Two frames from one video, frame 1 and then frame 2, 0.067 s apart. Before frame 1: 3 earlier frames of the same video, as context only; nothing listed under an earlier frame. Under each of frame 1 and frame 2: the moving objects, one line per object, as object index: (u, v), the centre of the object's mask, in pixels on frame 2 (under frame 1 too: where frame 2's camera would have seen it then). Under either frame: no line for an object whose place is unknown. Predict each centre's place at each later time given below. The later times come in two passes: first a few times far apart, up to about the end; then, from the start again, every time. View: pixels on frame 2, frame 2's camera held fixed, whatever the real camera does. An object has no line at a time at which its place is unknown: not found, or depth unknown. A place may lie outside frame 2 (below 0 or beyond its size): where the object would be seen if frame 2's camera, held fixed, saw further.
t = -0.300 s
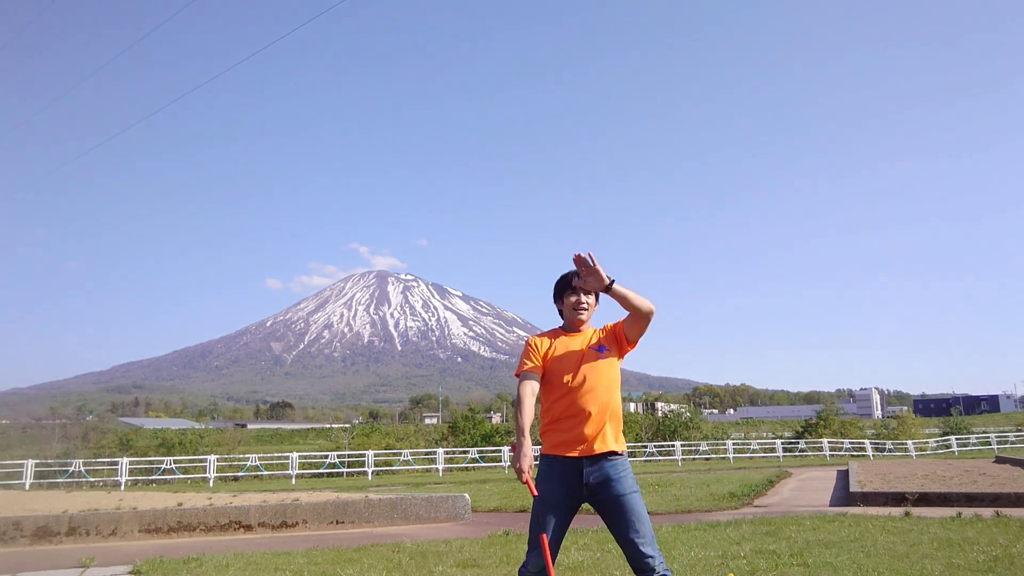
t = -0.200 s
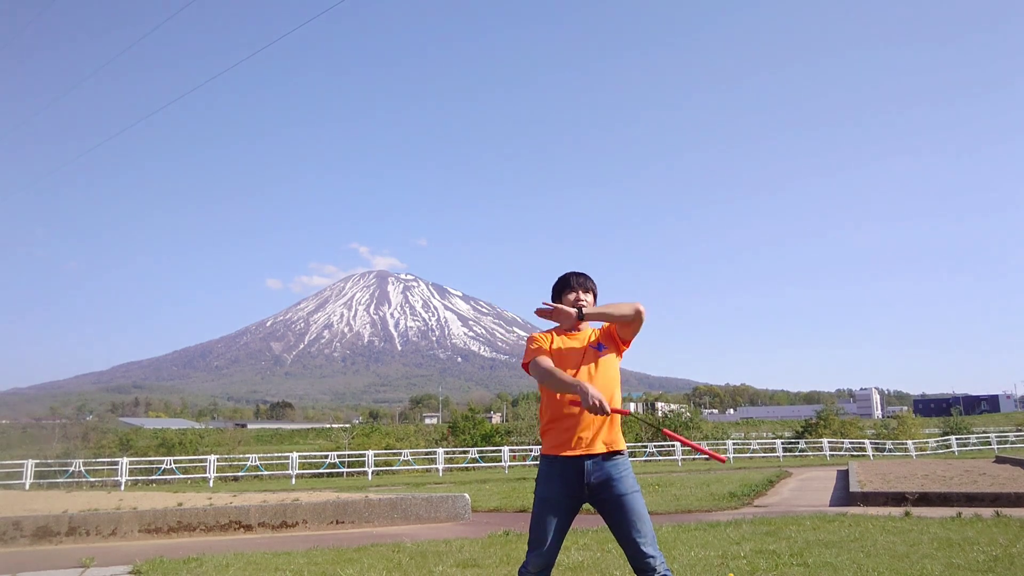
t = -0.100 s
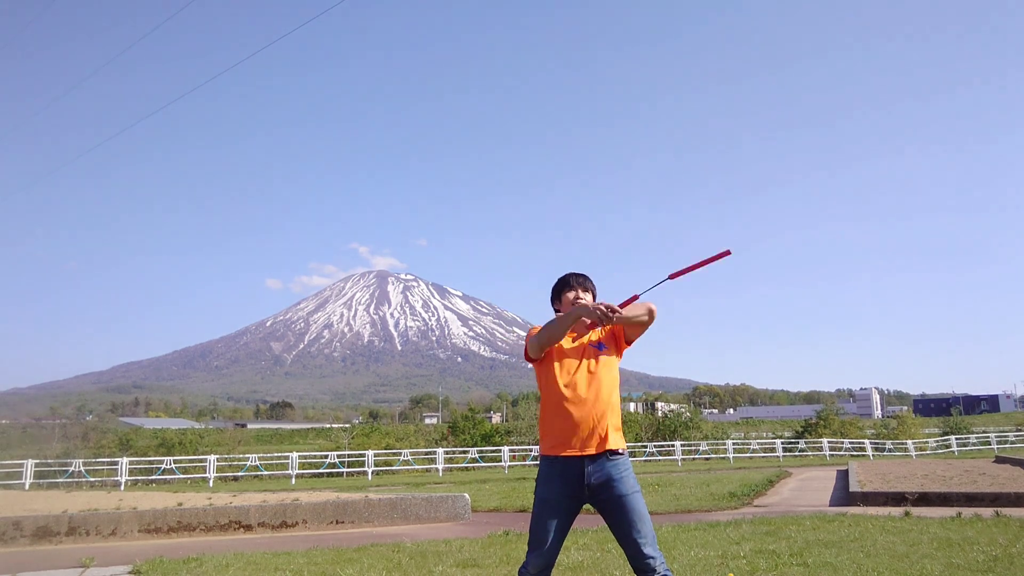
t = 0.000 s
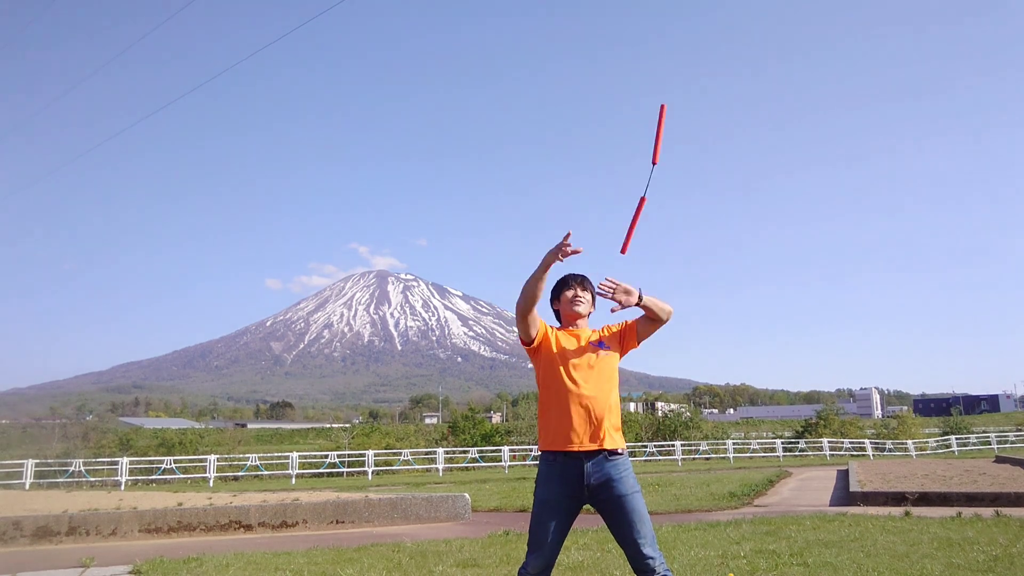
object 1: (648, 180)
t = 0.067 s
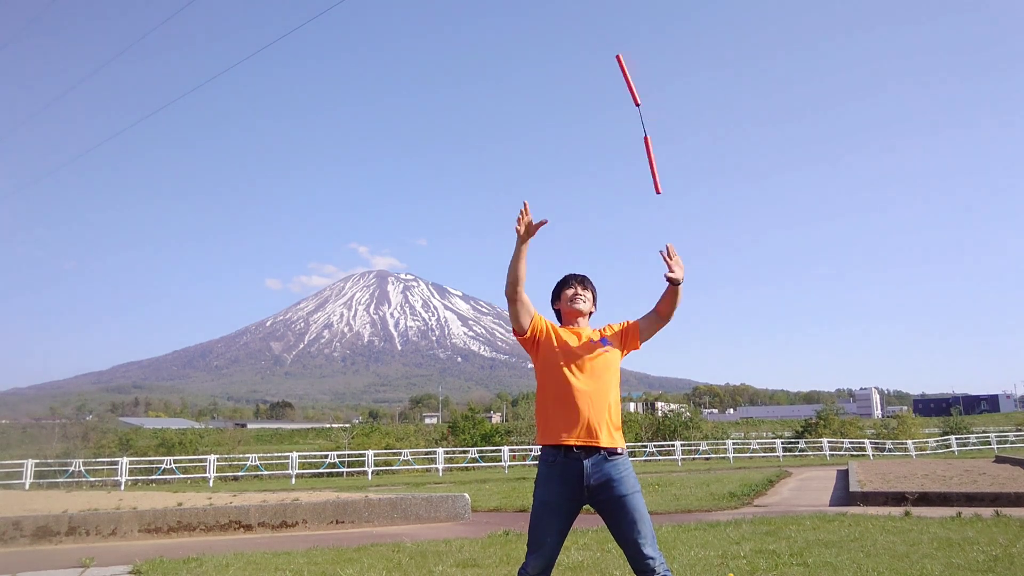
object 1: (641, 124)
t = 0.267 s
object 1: (600, 24)
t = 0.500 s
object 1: (626, 29)
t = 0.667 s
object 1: (596, 54)
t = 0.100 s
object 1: (638, 99)
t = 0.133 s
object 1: (635, 78)
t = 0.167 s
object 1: (633, 60)
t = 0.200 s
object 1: (631, 42)
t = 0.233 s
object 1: (630, 26)
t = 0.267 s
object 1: (600, 24)
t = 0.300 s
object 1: (587, 29)
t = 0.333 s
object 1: (589, 31)
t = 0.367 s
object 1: (594, 33)
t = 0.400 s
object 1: (601, 33)
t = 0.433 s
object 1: (610, 33)
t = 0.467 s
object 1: (618, 31)
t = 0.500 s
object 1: (626, 29)
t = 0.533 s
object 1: (631, 27)
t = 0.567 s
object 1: (625, 22)
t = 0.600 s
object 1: (600, 22)
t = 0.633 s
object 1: (598, 37)
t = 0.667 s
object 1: (596, 54)
